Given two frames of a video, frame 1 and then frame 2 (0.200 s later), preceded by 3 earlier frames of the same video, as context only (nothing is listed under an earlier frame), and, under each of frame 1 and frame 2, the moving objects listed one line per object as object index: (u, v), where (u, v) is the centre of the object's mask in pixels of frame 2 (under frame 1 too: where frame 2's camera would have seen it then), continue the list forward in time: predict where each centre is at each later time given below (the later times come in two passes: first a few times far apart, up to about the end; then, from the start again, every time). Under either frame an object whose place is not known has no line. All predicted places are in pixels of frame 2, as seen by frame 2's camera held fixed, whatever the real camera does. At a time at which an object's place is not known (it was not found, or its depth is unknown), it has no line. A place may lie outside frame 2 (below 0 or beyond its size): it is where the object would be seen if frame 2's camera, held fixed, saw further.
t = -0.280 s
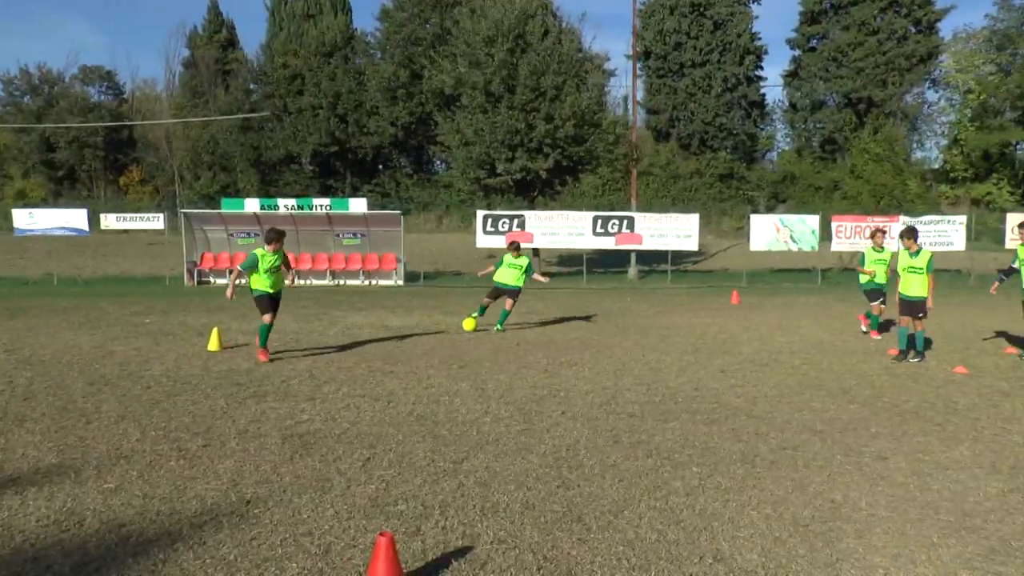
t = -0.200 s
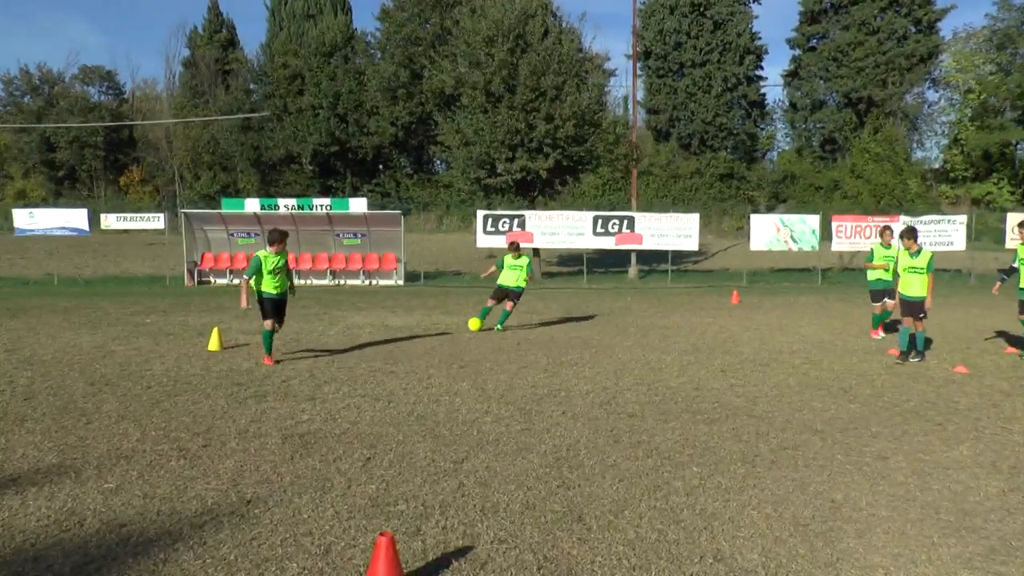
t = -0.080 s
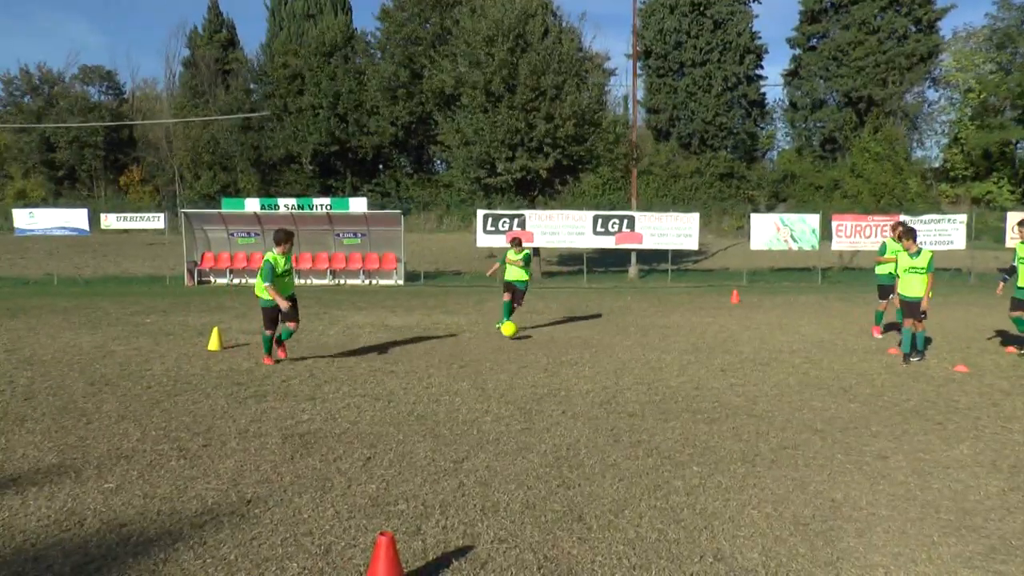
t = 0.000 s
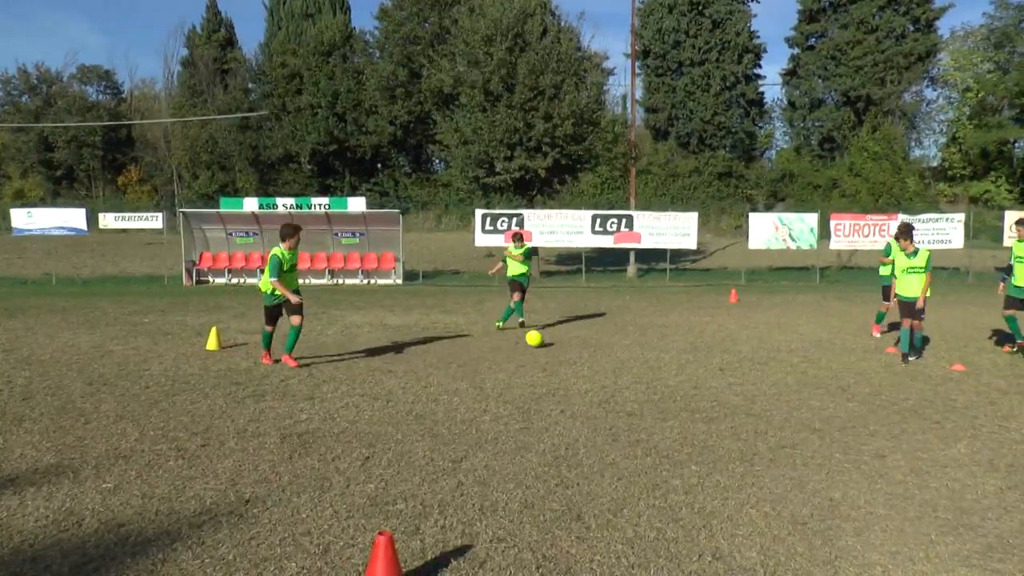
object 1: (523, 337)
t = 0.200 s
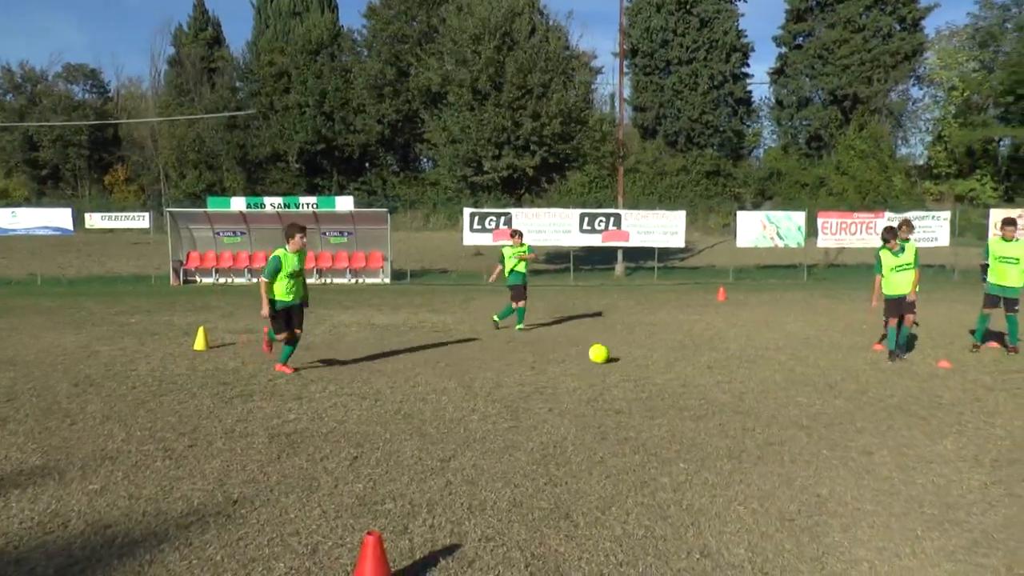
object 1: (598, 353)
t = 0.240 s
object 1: (615, 358)
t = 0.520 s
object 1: (748, 386)
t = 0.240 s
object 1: (615, 358)
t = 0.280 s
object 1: (632, 360)
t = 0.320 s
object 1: (650, 364)
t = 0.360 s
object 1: (669, 369)
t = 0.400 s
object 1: (688, 372)
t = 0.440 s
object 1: (707, 375)
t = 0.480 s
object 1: (727, 380)
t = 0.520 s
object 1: (748, 386)
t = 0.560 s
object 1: (768, 388)
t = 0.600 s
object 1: (788, 389)
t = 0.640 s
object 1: (809, 392)
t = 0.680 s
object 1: (831, 397)
